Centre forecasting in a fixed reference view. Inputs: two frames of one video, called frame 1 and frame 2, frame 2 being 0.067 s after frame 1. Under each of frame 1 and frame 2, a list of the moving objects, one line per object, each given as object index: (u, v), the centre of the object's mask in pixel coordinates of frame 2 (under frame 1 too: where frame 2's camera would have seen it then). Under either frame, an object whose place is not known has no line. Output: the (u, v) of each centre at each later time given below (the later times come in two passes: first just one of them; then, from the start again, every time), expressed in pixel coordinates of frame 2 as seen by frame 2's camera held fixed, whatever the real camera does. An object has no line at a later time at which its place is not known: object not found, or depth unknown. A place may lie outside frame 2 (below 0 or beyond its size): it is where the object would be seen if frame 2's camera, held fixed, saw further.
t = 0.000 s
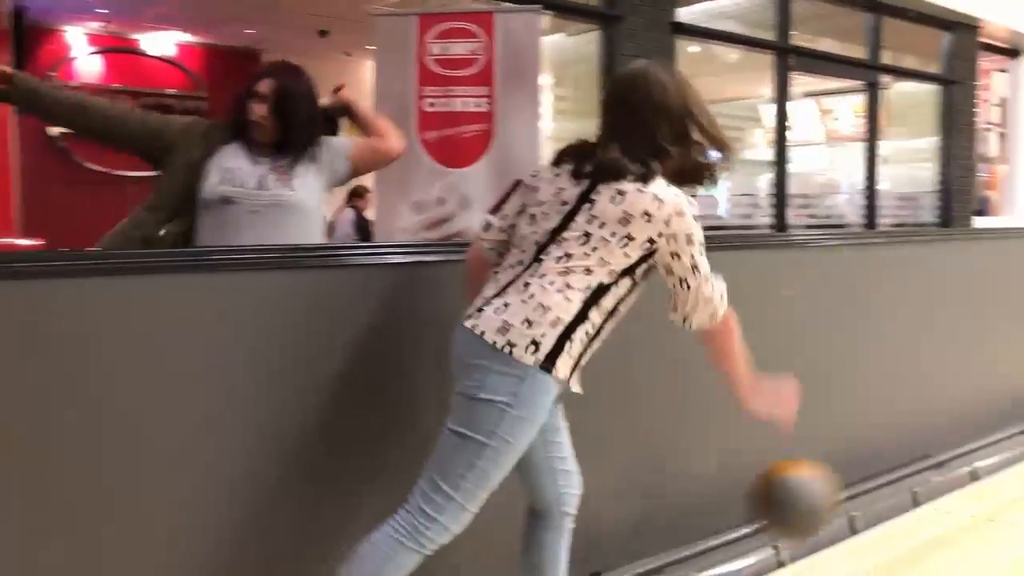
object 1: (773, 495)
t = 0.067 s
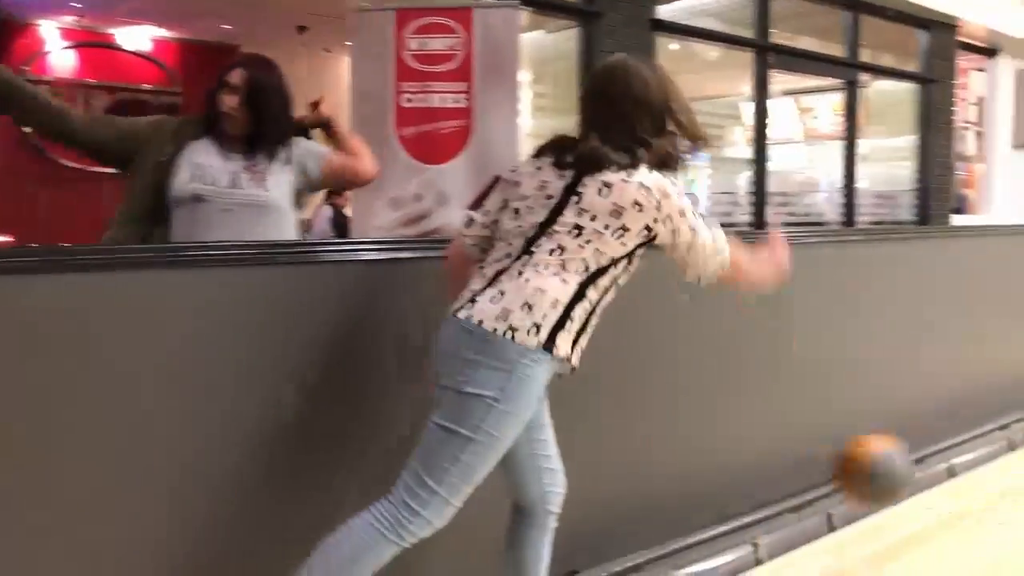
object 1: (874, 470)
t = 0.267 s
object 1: (1076, 482)
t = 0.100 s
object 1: (916, 464)
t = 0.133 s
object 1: (958, 461)
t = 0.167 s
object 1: (992, 462)
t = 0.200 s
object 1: (1024, 468)
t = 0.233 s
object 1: (1054, 473)
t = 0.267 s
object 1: (1076, 482)
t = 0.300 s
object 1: (1095, 492)
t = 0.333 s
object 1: (1113, 492)
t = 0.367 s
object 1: (1130, 478)
